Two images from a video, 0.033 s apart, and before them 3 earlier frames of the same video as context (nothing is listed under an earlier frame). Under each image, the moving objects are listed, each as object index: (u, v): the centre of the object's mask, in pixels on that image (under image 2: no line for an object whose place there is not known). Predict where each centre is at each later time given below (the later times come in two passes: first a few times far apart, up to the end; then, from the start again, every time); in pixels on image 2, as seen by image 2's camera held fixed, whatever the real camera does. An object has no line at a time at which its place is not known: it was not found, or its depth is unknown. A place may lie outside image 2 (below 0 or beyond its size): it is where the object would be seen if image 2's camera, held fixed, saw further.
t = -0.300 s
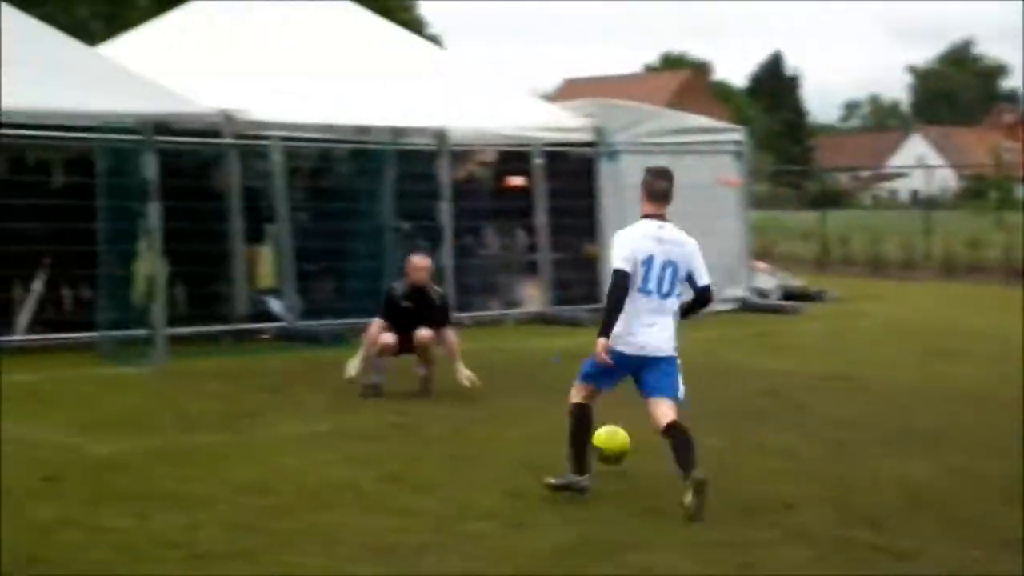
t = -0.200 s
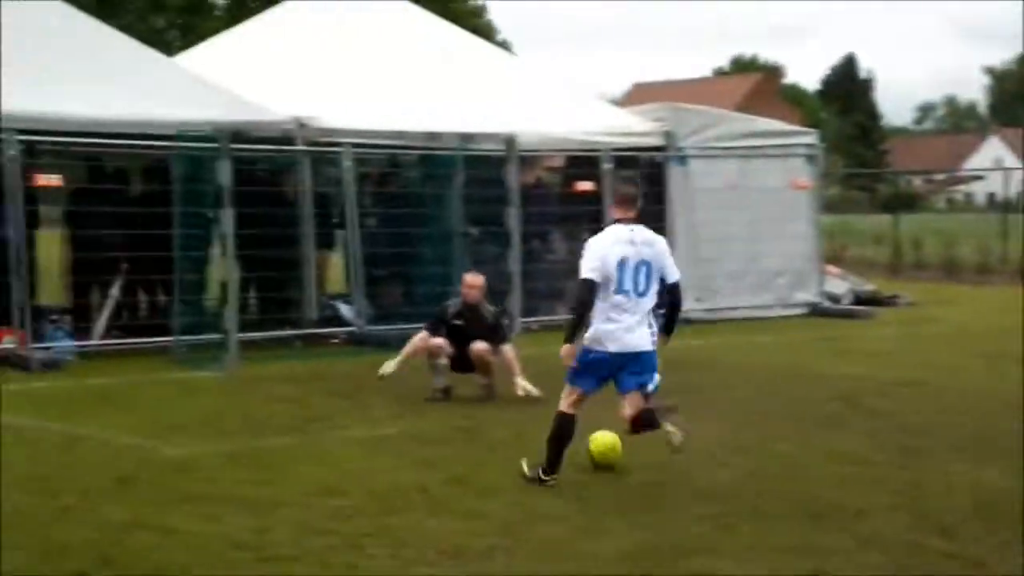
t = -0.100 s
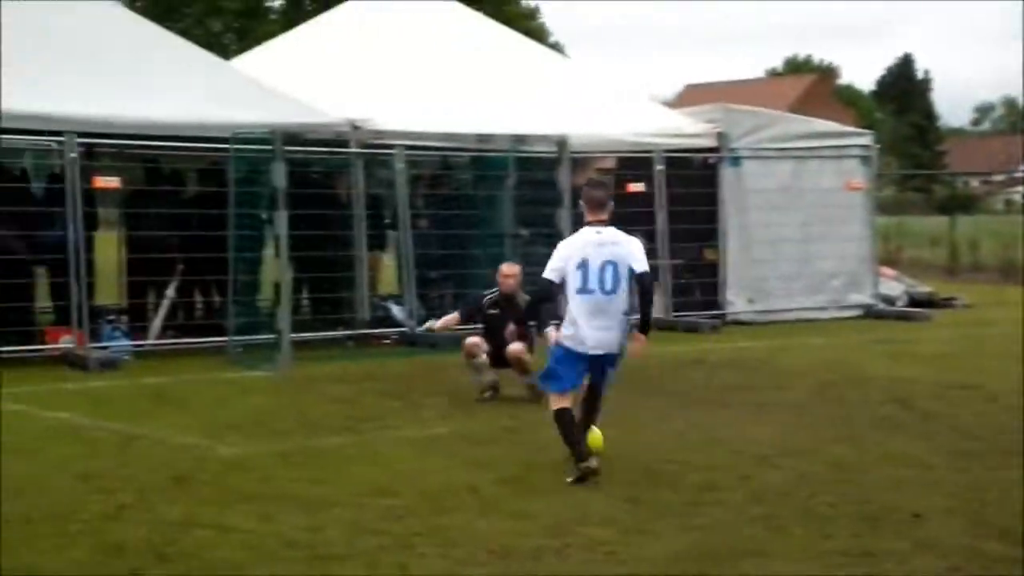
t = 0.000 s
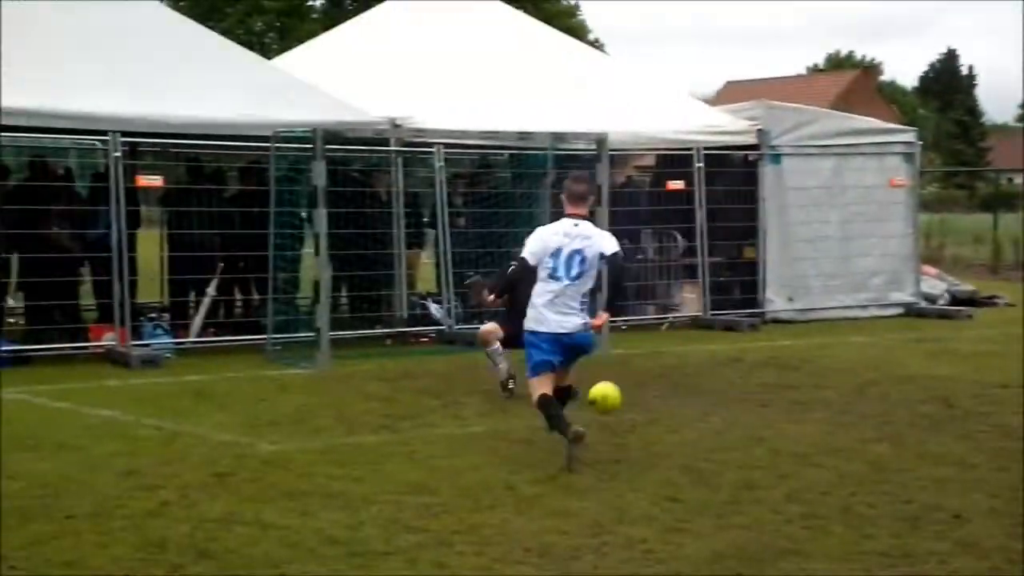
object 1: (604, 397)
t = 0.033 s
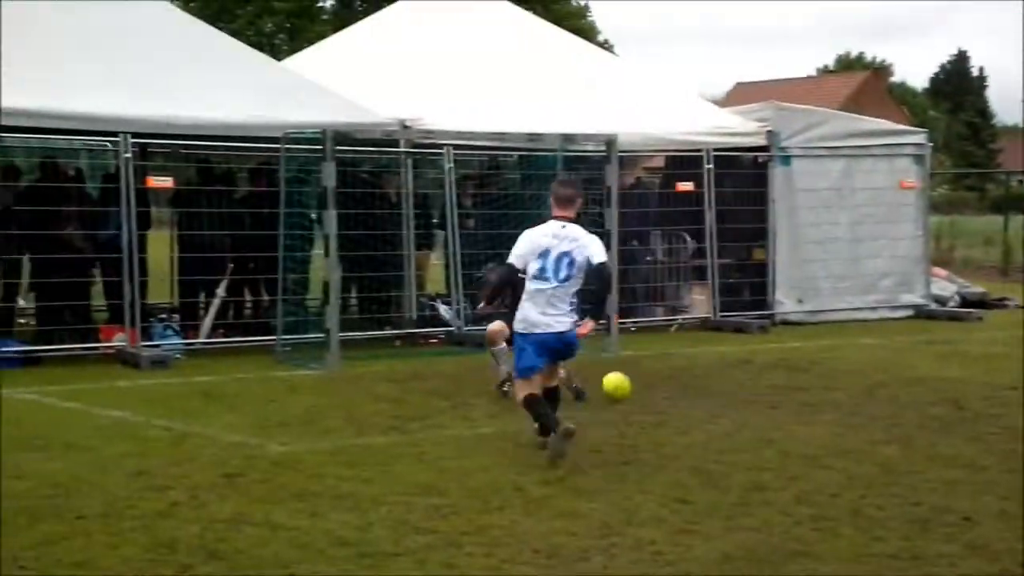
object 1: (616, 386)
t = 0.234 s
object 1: (618, 363)
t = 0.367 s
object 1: (620, 340)
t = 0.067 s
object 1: (615, 378)
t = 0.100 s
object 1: (616, 370)
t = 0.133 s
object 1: (617, 367)
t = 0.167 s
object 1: (618, 365)
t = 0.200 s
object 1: (618, 366)
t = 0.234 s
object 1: (618, 363)
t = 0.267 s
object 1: (619, 355)
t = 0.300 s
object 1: (619, 347)
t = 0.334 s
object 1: (620, 343)
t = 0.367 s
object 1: (620, 340)
